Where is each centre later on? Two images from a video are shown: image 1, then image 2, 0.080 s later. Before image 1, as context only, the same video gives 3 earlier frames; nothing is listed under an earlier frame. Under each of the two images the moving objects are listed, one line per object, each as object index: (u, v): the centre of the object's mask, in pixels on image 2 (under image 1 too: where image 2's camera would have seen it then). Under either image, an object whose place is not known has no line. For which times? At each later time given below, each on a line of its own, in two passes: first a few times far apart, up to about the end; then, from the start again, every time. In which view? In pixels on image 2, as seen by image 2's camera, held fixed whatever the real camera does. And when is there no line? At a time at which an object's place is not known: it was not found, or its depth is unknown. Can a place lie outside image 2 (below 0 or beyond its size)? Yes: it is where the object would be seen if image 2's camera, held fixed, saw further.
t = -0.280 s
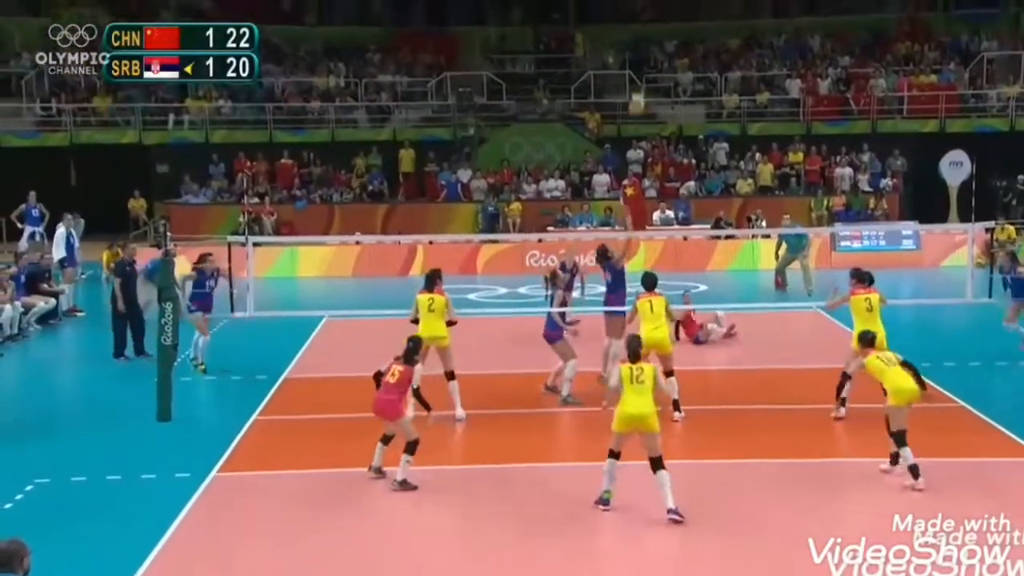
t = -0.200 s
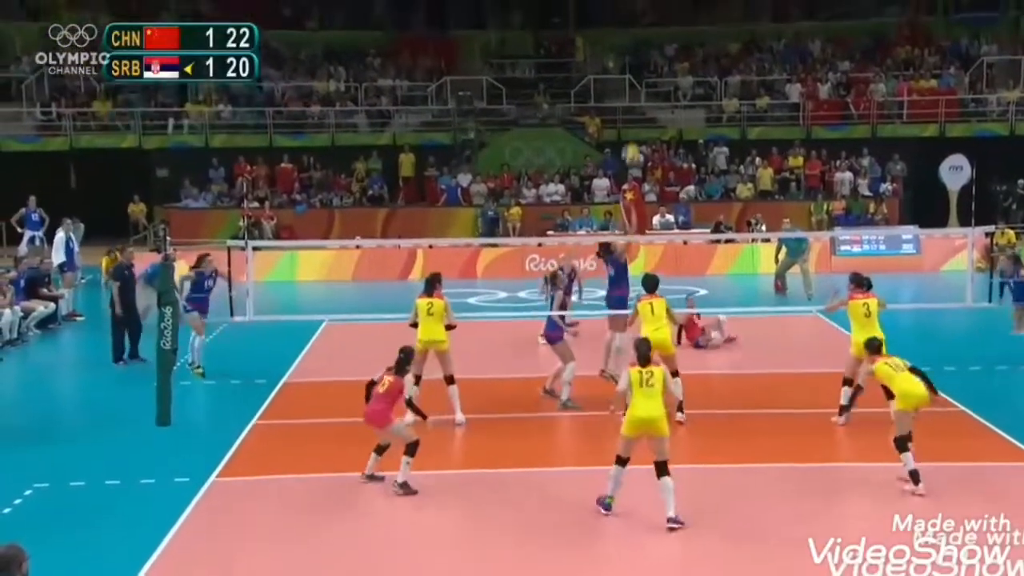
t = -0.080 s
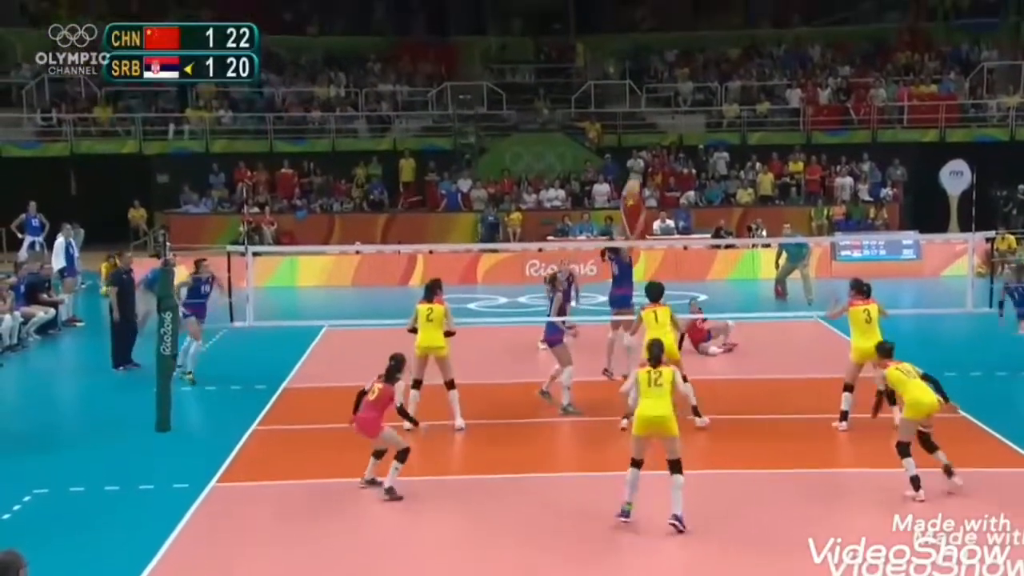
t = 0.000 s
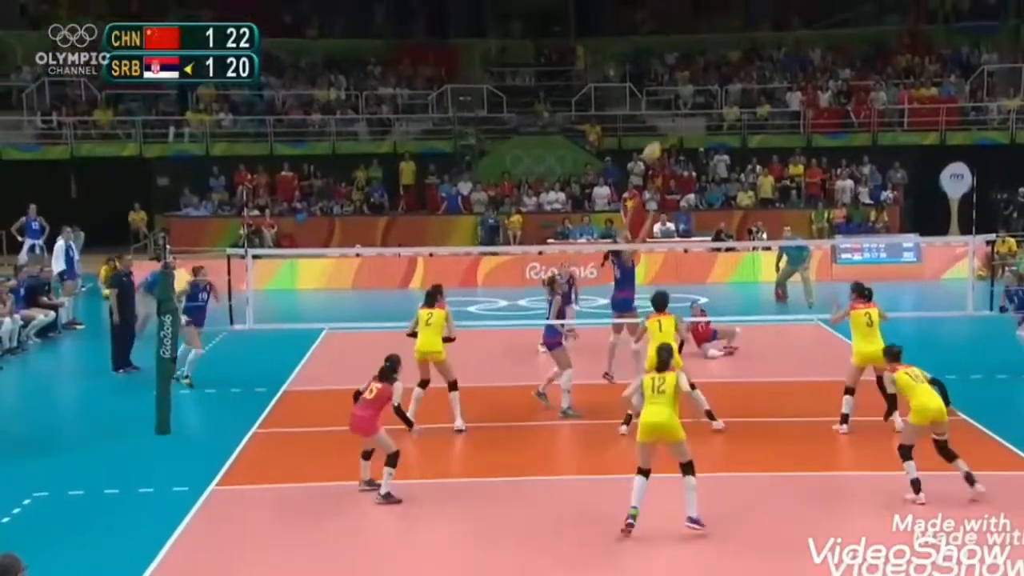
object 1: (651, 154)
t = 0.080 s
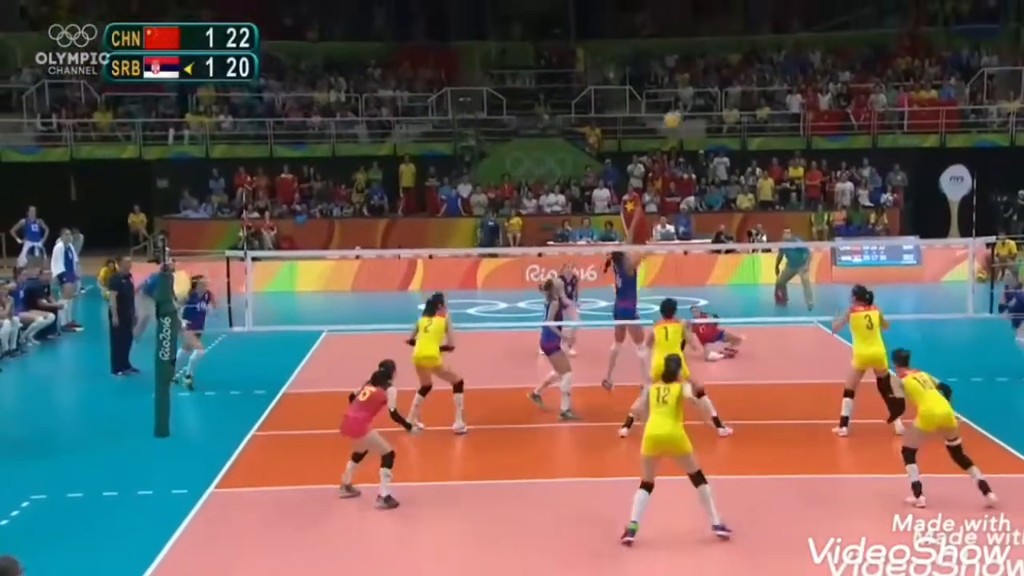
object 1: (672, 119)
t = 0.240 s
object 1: (711, 68)
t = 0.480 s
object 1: (768, 30)
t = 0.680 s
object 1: (813, 34)
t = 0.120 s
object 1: (681, 106)
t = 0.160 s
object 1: (691, 92)
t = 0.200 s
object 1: (701, 79)
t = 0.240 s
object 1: (711, 68)
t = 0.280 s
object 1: (721, 58)
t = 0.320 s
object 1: (730, 51)
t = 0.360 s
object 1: (740, 44)
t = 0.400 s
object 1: (749, 39)
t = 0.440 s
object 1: (759, 34)
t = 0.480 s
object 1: (768, 30)
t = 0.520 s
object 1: (777, 29)
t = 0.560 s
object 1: (786, 29)
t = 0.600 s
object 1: (795, 29)
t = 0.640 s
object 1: (804, 31)
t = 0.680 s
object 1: (813, 34)
